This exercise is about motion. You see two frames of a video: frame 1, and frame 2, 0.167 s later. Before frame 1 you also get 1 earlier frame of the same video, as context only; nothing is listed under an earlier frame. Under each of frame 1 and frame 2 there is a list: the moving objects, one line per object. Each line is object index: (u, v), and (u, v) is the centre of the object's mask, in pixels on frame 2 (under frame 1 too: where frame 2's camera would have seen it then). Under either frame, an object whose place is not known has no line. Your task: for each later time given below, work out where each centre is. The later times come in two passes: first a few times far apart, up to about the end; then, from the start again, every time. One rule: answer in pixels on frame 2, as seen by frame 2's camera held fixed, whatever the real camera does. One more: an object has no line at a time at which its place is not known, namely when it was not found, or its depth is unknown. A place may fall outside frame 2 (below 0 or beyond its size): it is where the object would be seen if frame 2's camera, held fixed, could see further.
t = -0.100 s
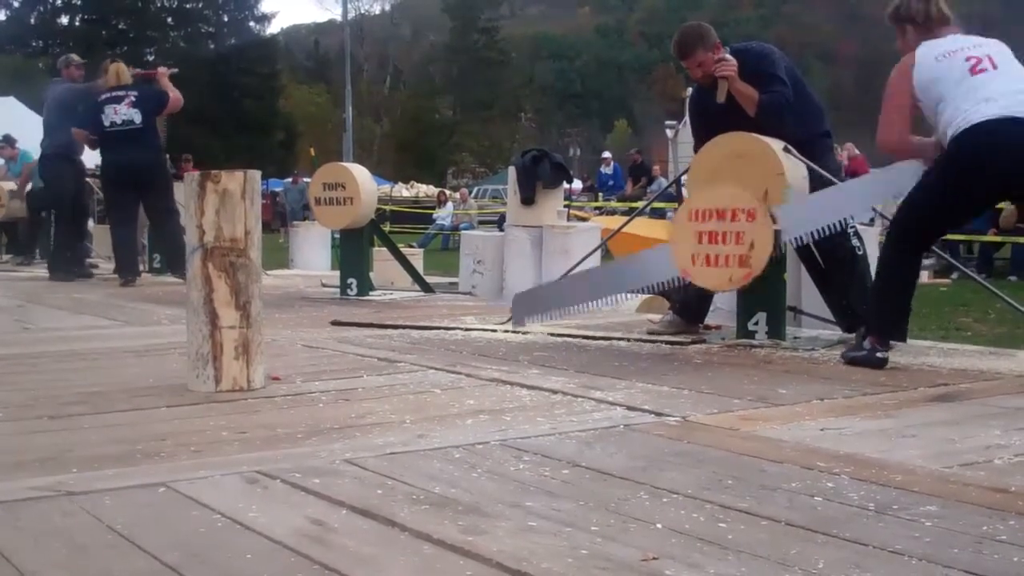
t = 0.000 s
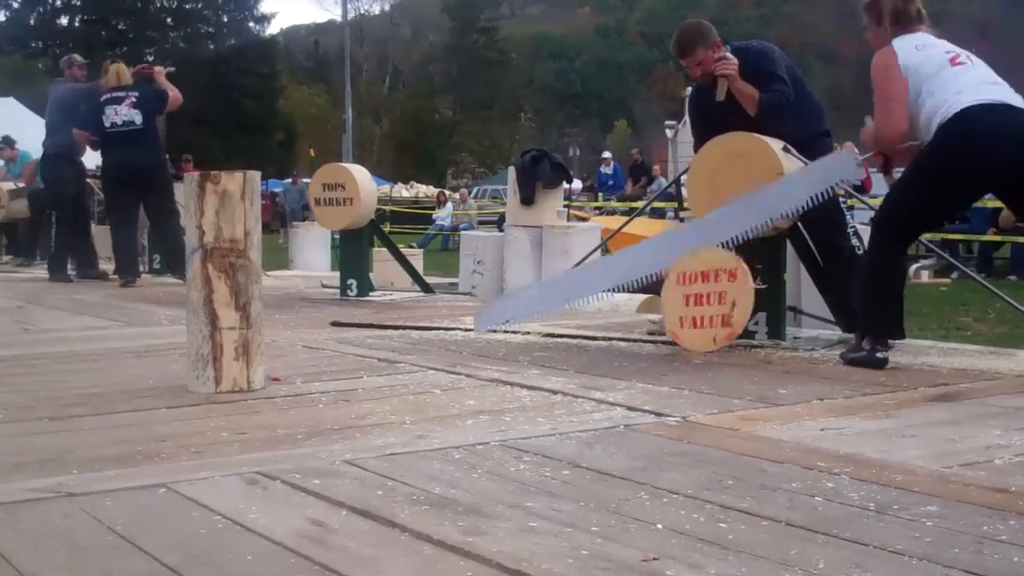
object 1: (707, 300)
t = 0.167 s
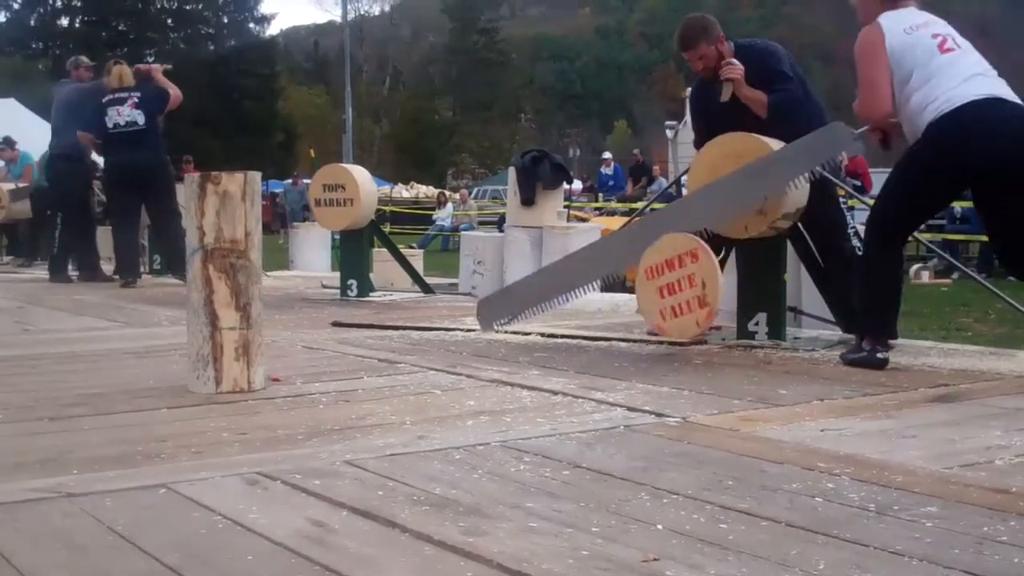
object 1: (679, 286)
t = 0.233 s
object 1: (667, 299)
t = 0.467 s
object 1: (625, 308)
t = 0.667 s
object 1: (605, 324)
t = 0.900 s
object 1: (623, 320)
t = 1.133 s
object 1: (622, 321)
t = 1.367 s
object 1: (627, 345)
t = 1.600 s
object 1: (627, 348)
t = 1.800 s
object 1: (624, 352)
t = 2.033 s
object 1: (624, 352)
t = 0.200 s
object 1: (673, 291)
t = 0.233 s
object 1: (667, 299)
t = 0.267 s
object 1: (662, 297)
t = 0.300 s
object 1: (656, 297)
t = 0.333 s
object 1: (650, 300)
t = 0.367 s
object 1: (644, 300)
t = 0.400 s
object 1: (638, 302)
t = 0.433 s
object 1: (632, 304)
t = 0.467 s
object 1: (625, 308)
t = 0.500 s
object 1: (618, 312)
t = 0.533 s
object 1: (612, 317)
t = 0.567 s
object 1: (605, 319)
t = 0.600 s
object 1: (616, 317)
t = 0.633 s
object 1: (606, 321)
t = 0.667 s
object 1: (605, 324)
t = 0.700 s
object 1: (606, 324)
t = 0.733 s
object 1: (609, 321)
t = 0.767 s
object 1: (613, 320)
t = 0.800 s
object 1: (617, 318)
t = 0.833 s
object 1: (623, 317)
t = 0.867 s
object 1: (623, 315)
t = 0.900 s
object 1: (623, 320)
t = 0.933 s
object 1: (620, 322)
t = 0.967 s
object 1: (616, 323)
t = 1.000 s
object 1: (633, 330)
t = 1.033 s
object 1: (626, 333)
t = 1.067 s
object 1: (621, 327)
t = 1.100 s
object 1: (631, 331)
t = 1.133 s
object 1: (622, 321)
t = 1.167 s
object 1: (622, 323)
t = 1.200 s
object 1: (631, 328)
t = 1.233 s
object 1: (632, 328)
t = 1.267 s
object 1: (627, 341)
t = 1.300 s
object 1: (629, 343)
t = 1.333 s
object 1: (630, 346)
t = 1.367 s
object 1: (627, 345)
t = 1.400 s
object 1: (629, 342)
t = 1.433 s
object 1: (630, 342)
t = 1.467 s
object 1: (632, 343)
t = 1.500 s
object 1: (629, 342)
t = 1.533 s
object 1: (629, 344)
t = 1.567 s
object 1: (628, 346)
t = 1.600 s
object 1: (627, 348)
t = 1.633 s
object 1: (631, 347)
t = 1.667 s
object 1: (629, 346)
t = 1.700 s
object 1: (628, 346)
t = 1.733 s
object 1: (628, 347)
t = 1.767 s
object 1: (628, 350)
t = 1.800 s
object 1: (624, 352)
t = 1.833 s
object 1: (625, 352)
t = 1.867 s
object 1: (625, 351)
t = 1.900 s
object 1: (626, 352)
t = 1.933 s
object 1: (625, 353)
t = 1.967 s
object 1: (625, 352)
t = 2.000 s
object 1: (625, 353)
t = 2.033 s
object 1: (624, 352)
